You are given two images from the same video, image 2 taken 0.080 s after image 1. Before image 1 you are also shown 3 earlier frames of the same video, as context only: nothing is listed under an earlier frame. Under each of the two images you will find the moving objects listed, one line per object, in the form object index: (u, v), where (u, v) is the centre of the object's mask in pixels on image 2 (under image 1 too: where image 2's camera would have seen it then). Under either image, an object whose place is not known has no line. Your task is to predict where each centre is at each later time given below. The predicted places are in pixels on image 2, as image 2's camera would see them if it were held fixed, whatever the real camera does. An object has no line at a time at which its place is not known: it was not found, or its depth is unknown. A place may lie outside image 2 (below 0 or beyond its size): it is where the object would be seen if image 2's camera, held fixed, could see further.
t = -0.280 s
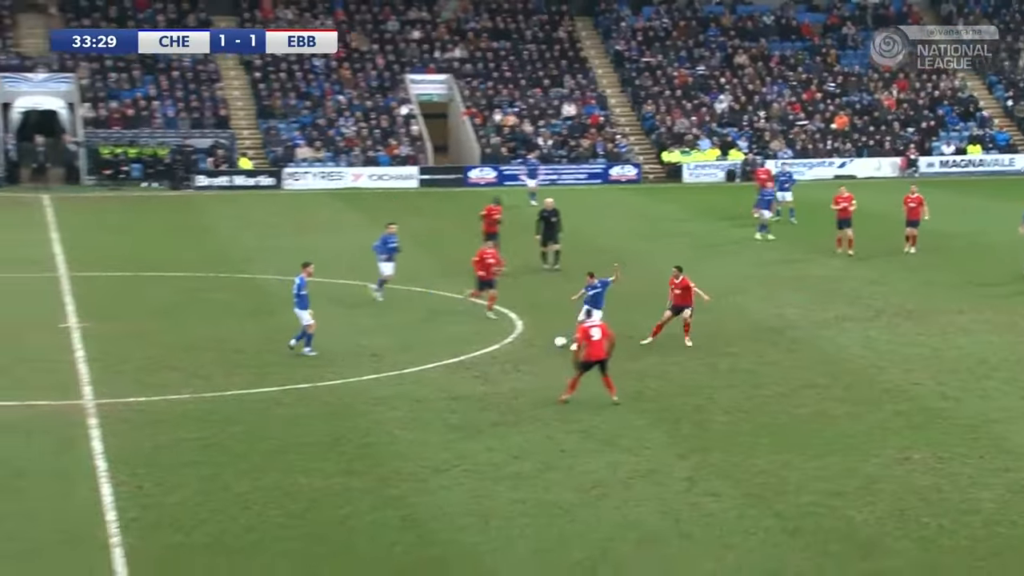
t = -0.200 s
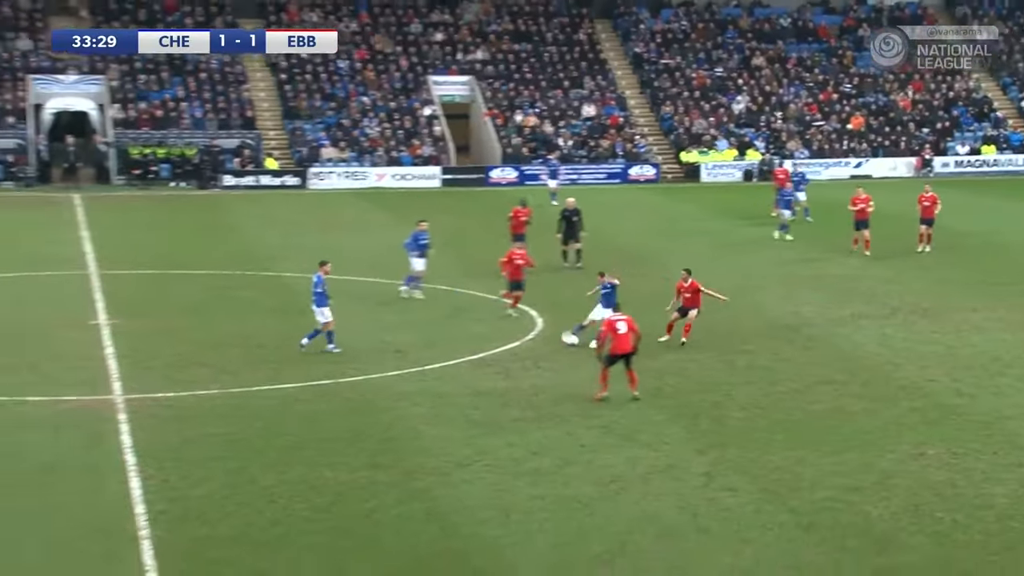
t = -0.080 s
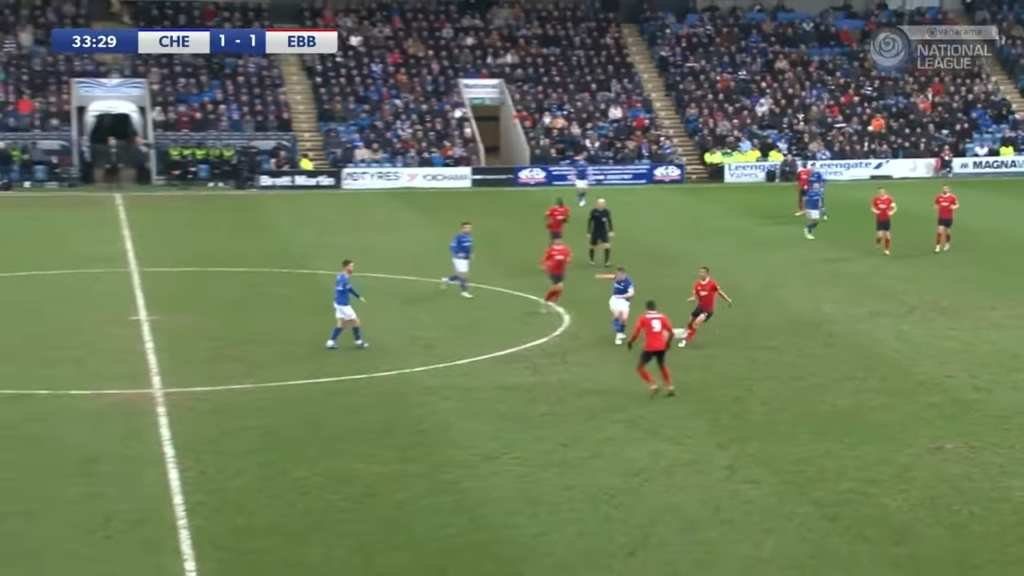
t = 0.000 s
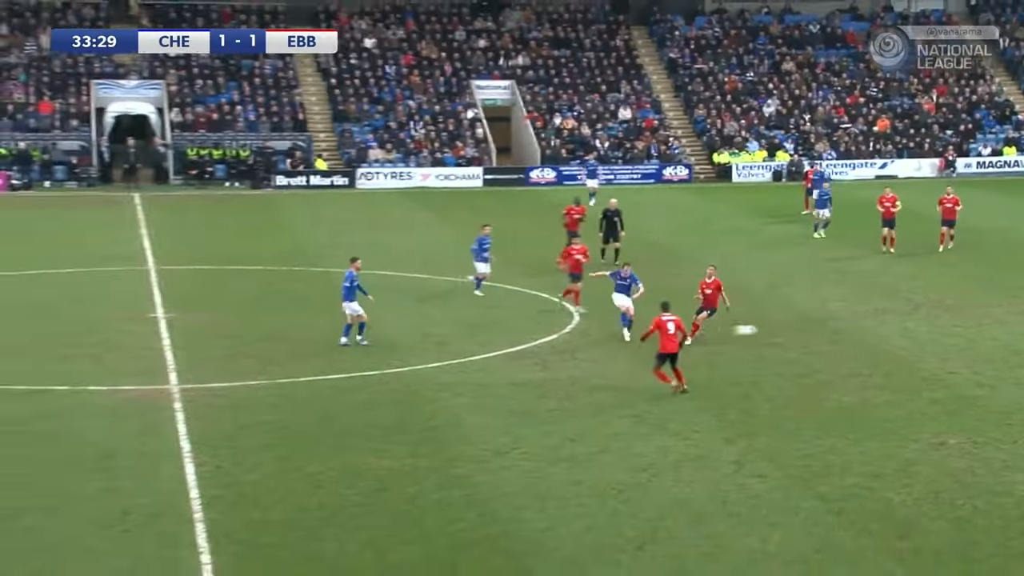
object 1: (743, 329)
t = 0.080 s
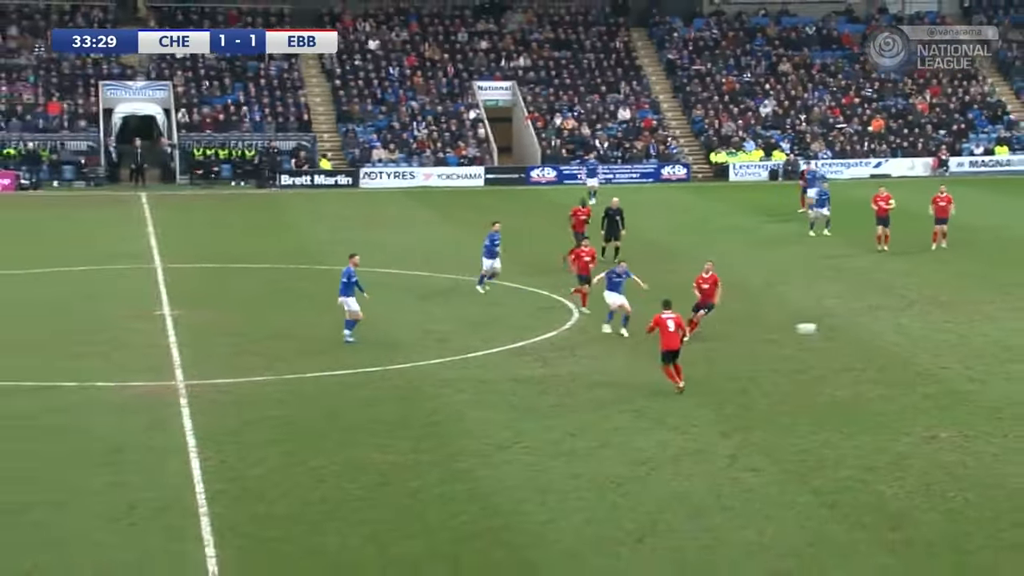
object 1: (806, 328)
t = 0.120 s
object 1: (838, 329)
